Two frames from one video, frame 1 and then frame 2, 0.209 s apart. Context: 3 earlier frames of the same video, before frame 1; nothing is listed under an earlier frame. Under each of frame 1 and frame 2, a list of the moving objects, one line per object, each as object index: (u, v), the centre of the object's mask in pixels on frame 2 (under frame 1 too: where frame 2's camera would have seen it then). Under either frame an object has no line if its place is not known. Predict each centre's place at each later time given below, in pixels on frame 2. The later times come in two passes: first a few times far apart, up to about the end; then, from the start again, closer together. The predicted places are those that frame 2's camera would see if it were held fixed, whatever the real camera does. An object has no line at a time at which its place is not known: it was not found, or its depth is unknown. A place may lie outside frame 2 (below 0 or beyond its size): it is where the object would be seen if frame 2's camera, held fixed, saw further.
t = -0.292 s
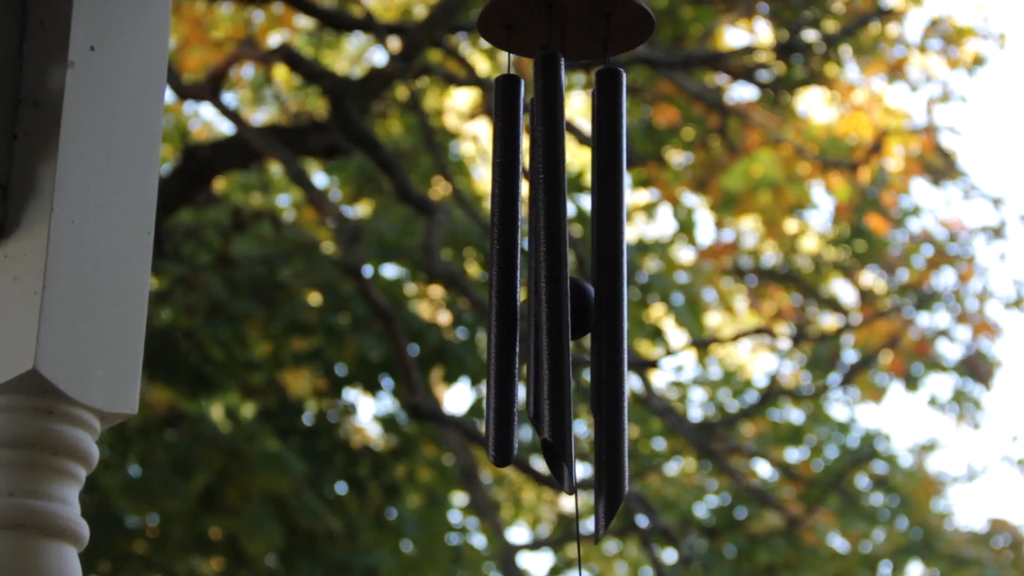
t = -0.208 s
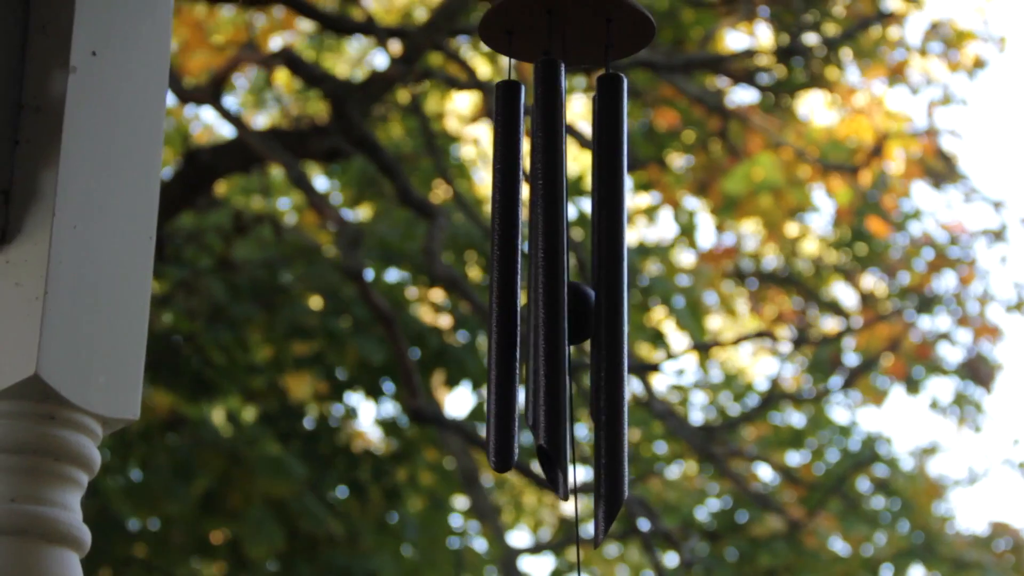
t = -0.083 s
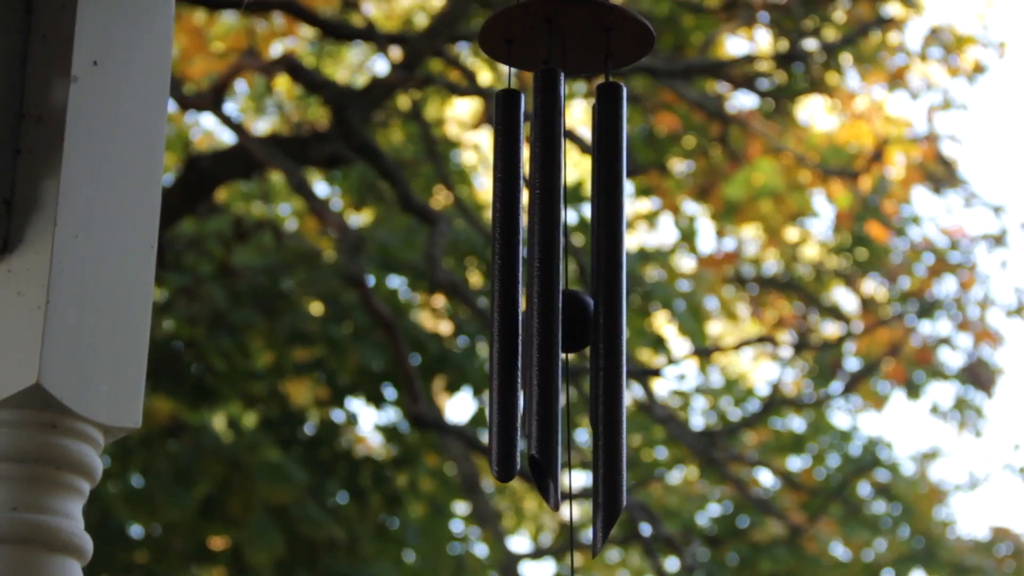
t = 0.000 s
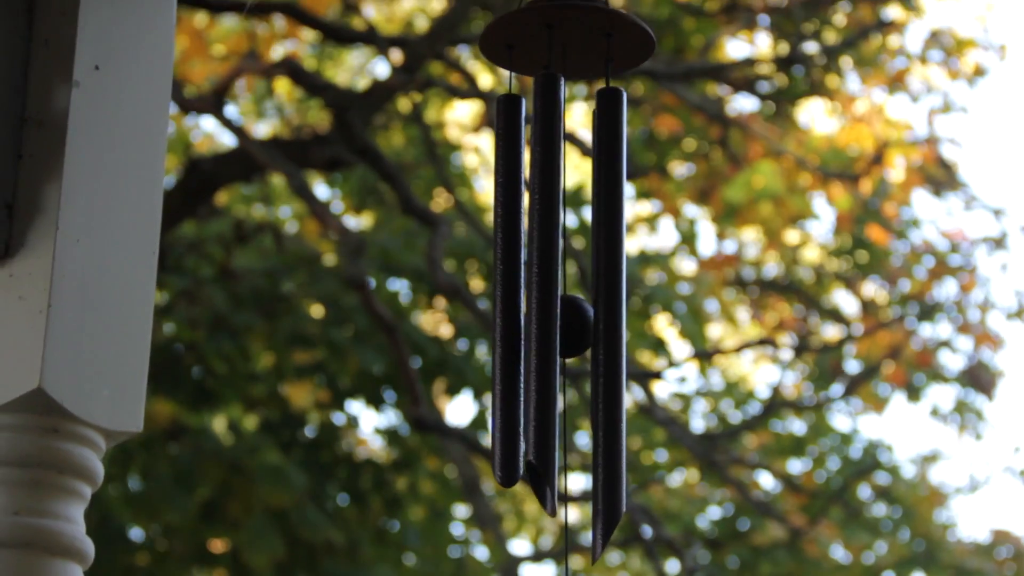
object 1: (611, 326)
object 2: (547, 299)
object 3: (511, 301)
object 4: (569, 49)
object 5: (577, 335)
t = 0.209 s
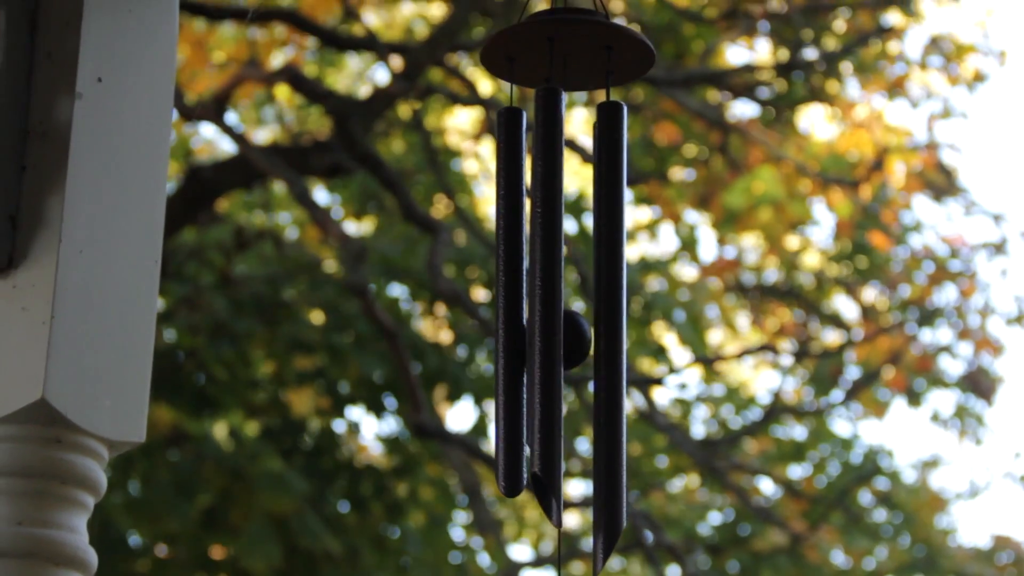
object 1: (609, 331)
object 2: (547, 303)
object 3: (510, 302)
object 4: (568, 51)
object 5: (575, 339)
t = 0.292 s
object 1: (610, 331)
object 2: (549, 305)
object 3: (510, 303)
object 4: (568, 52)
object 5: (579, 338)
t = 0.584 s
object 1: (606, 329)
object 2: (552, 311)
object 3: (503, 304)
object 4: (563, 55)
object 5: (580, 338)
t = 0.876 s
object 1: (601, 326)
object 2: (540, 304)
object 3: (502, 304)
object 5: (570, 338)
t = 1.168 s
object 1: (585, 334)
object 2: (524, 307)
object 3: (486, 307)
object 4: (542, 61)
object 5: (552, 343)
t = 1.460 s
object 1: (568, 335)
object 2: (516, 312)
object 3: (471, 310)
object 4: (529, 66)
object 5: (542, 346)
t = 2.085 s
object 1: (559, 333)
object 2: (499, 307)
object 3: (462, 308)
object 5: (527, 342)
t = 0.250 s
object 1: (609, 331)
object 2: (548, 304)
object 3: (510, 303)
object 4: (568, 52)
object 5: (577, 339)
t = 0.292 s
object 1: (610, 331)
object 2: (549, 305)
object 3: (510, 303)
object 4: (568, 52)
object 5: (579, 338)
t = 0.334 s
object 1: (610, 329)
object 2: (550, 306)
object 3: (509, 303)
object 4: (568, 52)
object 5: (580, 337)
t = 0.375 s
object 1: (610, 327)
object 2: (553, 305)
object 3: (509, 303)
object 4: (568, 52)
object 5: (581, 337)
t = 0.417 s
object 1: (610, 327)
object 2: (552, 307)
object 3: (508, 302)
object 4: (567, 52)
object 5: (582, 336)
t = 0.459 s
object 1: (610, 326)
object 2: (552, 307)
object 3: (507, 301)
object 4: (567, 51)
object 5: (583, 335)
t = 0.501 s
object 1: (610, 326)
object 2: (553, 311)
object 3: (507, 302)
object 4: (566, 52)
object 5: (583, 336)
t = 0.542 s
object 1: (609, 327)
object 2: (554, 311)
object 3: (506, 302)
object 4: (566, 53)
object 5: (583, 337)
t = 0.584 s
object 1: (606, 329)
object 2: (552, 311)
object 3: (503, 304)
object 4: (563, 55)
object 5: (580, 338)
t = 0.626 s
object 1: (605, 330)
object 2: (550, 308)
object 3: (503, 304)
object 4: (562, 55)
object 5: (578, 339)
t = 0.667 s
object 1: (604, 329)
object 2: (547, 310)
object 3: (503, 303)
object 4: (561, 56)
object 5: (578, 339)
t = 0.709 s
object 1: (604, 328)
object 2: (547, 307)
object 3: (503, 303)
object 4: (561, 55)
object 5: (576, 339)
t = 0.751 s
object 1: (604, 328)
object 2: (547, 307)
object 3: (503, 304)
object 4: (561, 56)
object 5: (575, 340)
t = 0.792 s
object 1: (603, 328)
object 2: (543, 305)
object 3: (504, 304)
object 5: (574, 339)
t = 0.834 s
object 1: (602, 328)
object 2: (542, 303)
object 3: (503, 304)
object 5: (571, 338)
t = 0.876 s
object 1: (601, 326)
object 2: (540, 304)
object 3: (502, 304)
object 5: (570, 338)
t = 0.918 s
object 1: (599, 328)
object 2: (538, 303)
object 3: (501, 305)
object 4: (557, 57)
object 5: (567, 339)
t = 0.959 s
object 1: (595, 327)
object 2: (533, 303)
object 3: (498, 307)
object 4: (554, 58)
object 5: (563, 339)
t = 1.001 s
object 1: (595, 329)
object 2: (532, 305)
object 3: (497, 307)
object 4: (553, 59)
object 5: (562, 340)
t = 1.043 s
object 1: (594, 329)
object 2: (530, 305)
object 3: (495, 306)
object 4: (551, 59)
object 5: (560, 341)
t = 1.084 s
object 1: (591, 331)
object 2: (528, 306)
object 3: (492, 306)
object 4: (548, 60)
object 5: (557, 342)
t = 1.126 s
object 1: (588, 332)
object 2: (526, 306)
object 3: (489, 306)
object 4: (545, 61)
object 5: (554, 343)
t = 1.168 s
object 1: (585, 334)
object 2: (524, 307)
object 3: (486, 307)
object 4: (542, 61)
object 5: (552, 343)
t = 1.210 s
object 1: (582, 333)
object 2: (522, 309)
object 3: (483, 307)
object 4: (540, 62)
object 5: (550, 343)
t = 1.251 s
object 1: (580, 335)
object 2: (521, 309)
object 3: (481, 308)
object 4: (538, 63)
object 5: (549, 344)
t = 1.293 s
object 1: (578, 336)
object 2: (521, 308)
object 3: (479, 309)
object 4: (537, 64)
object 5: (548, 345)
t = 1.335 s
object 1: (575, 336)
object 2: (518, 312)
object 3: (477, 310)
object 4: (535, 65)
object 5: (547, 345)
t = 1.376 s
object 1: (573, 336)
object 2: (519, 312)
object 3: (475, 310)
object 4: (533, 66)
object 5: (545, 345)
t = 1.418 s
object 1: (570, 335)
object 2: (516, 313)
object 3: (472, 310)
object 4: (531, 66)
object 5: (543, 345)
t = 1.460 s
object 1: (568, 335)
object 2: (516, 312)
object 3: (471, 310)
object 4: (529, 66)
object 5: (542, 346)
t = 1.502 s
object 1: (565, 338)
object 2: (514, 314)
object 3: (469, 311)
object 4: (527, 68)
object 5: (539, 347)
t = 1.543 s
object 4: (525, 70)
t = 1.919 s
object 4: (520, 69)
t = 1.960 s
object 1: (558, 337)
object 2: (497, 309)
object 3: (462, 309)
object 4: (519, 65)
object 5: (526, 343)
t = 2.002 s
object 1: (558, 336)
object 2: (497, 308)
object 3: (462, 308)
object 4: (519, 64)
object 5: (526, 342)
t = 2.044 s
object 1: (559, 333)
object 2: (498, 307)
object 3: (461, 307)
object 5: (527, 341)
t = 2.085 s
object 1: (559, 333)
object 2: (499, 307)
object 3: (462, 308)
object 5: (527, 342)
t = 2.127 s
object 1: (559, 333)
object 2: (500, 306)
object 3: (462, 308)
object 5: (528, 342)
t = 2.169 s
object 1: (559, 333)
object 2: (501, 306)
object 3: (462, 308)
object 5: (529, 342)
